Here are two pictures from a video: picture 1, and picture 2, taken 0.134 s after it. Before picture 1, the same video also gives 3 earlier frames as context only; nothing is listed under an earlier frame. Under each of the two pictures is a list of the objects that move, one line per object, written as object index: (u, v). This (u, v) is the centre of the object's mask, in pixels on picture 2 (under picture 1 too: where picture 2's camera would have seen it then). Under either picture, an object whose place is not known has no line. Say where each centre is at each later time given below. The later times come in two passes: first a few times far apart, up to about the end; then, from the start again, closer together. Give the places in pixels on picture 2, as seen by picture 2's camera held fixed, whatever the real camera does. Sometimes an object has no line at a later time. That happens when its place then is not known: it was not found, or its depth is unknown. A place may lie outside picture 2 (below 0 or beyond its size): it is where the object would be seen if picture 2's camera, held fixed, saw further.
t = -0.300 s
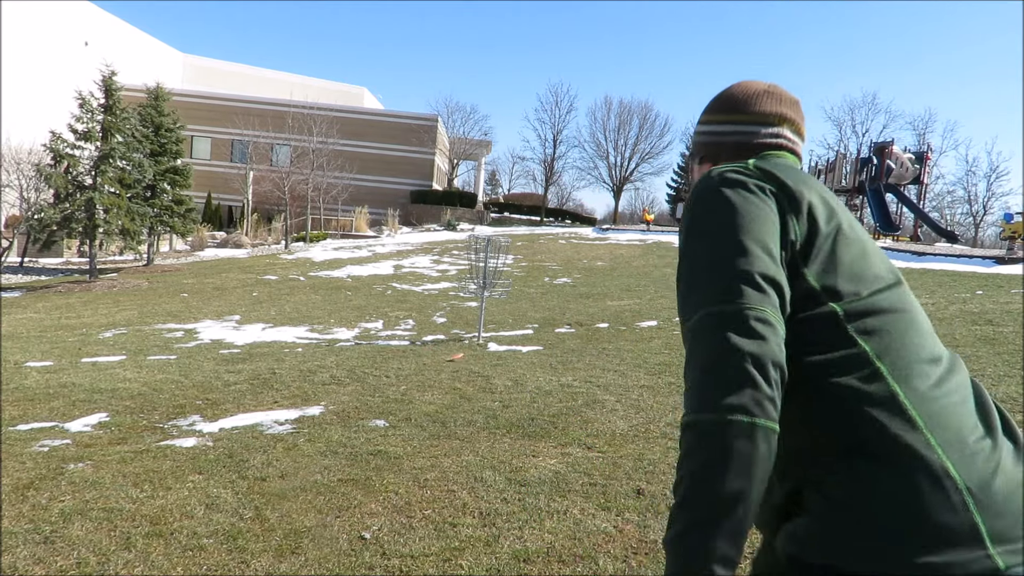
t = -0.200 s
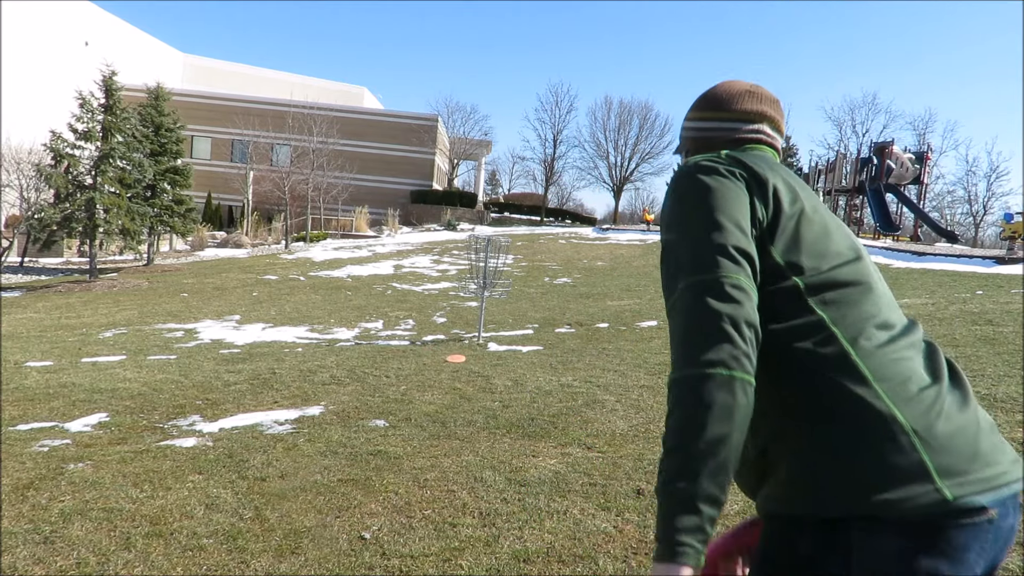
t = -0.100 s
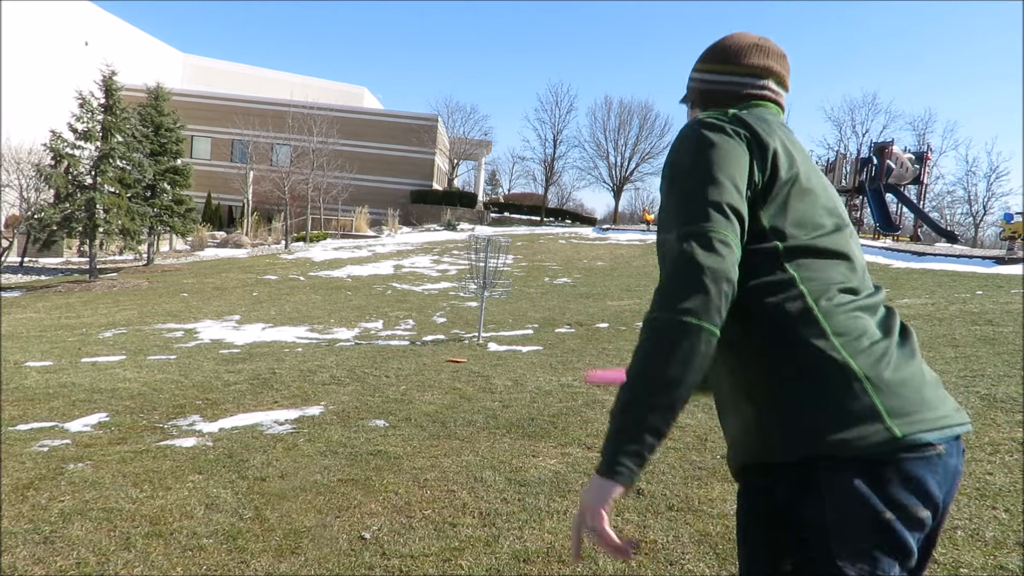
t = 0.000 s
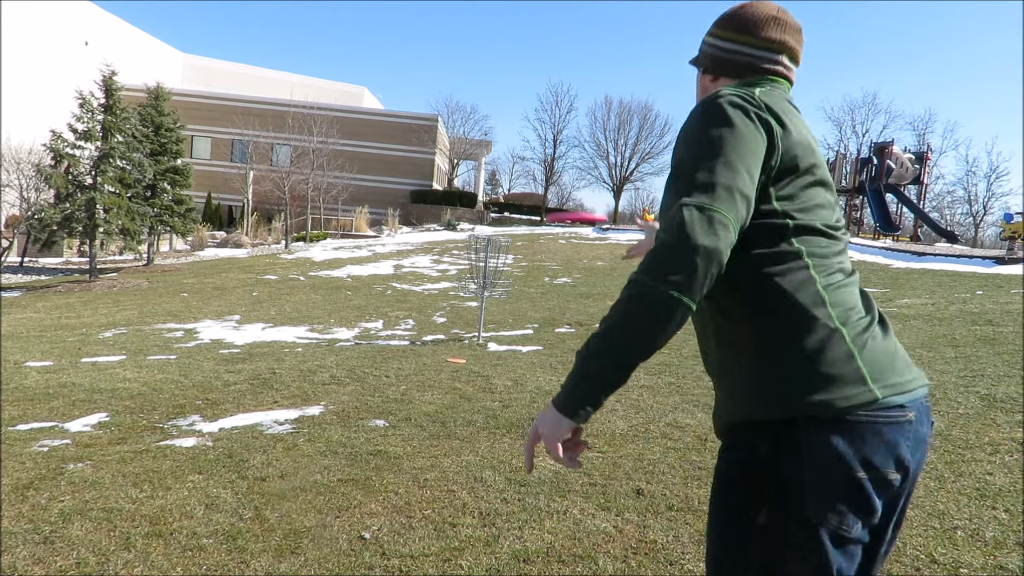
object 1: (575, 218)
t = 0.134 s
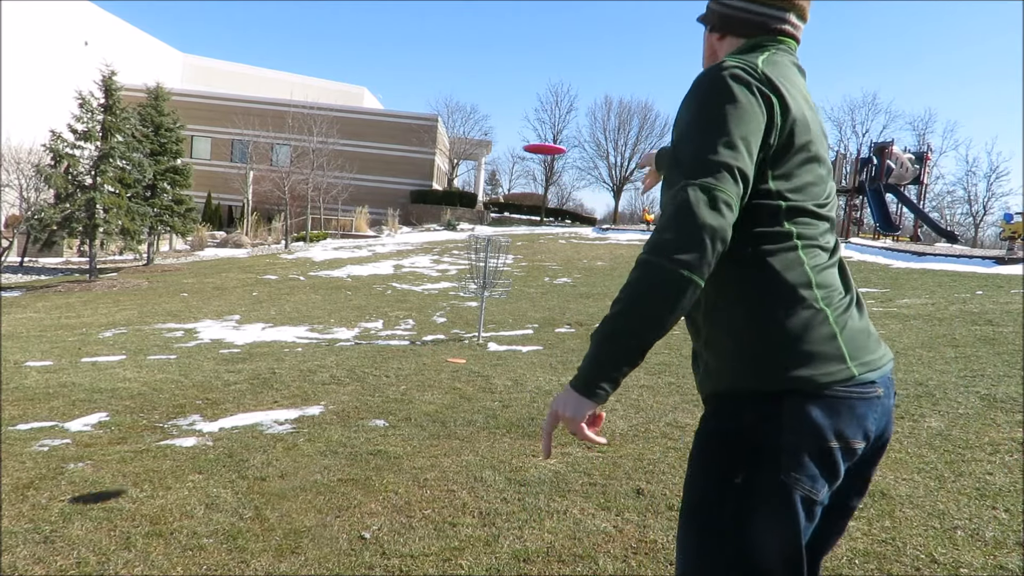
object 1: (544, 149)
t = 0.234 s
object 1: (529, 146)
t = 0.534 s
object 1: (500, 206)
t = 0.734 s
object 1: (488, 250)
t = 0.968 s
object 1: (472, 272)
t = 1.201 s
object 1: (471, 273)
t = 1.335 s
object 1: (471, 281)
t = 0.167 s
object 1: (538, 145)
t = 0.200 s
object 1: (533, 144)
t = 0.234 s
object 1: (529, 146)
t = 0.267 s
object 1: (524, 149)
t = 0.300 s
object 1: (520, 154)
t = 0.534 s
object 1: (500, 206)
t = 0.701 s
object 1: (491, 243)
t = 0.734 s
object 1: (488, 250)
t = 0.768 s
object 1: (486, 257)
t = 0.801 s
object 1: (482, 263)
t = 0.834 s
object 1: (481, 267)
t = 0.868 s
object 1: (478, 270)
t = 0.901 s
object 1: (476, 272)
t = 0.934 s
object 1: (473, 272)
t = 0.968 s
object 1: (472, 272)
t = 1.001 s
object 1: (472, 272)
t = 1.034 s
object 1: (472, 272)
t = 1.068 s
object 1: (471, 272)
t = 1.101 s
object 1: (471, 272)
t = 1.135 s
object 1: (471, 272)
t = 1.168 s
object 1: (471, 273)
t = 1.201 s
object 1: (471, 273)
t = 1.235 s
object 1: (471, 275)
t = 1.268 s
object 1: (472, 277)
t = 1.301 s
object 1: (472, 279)
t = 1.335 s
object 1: (471, 281)
